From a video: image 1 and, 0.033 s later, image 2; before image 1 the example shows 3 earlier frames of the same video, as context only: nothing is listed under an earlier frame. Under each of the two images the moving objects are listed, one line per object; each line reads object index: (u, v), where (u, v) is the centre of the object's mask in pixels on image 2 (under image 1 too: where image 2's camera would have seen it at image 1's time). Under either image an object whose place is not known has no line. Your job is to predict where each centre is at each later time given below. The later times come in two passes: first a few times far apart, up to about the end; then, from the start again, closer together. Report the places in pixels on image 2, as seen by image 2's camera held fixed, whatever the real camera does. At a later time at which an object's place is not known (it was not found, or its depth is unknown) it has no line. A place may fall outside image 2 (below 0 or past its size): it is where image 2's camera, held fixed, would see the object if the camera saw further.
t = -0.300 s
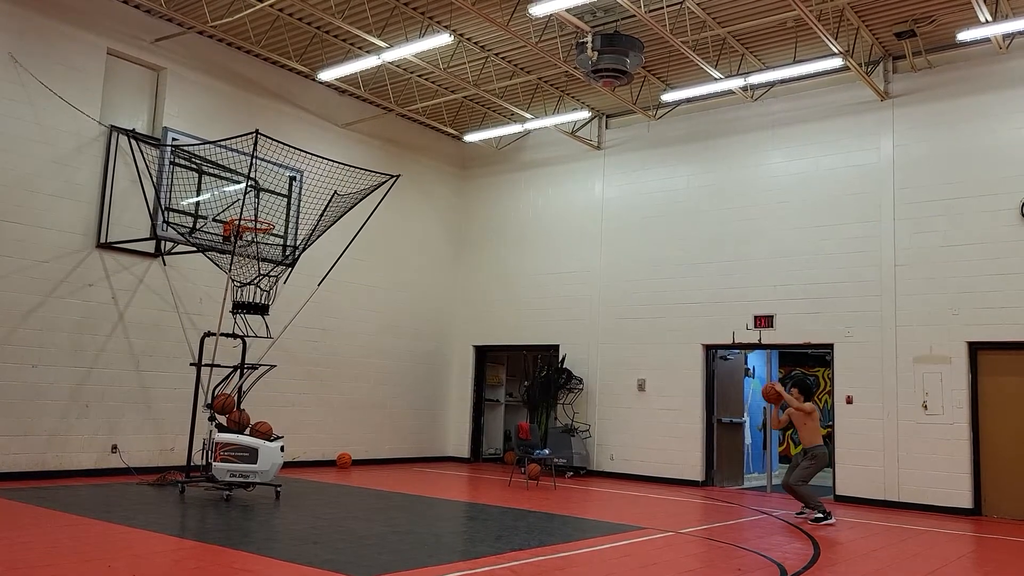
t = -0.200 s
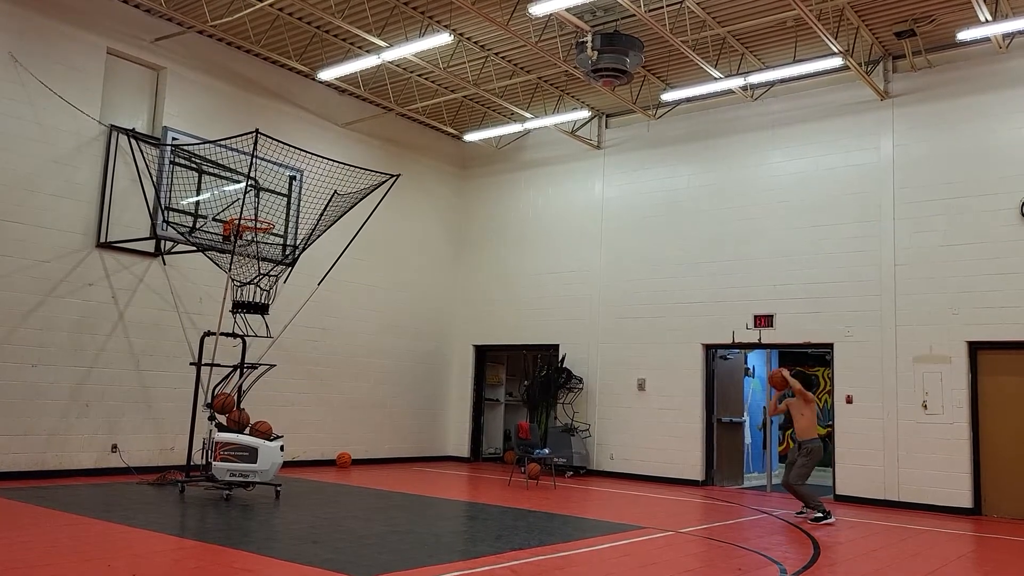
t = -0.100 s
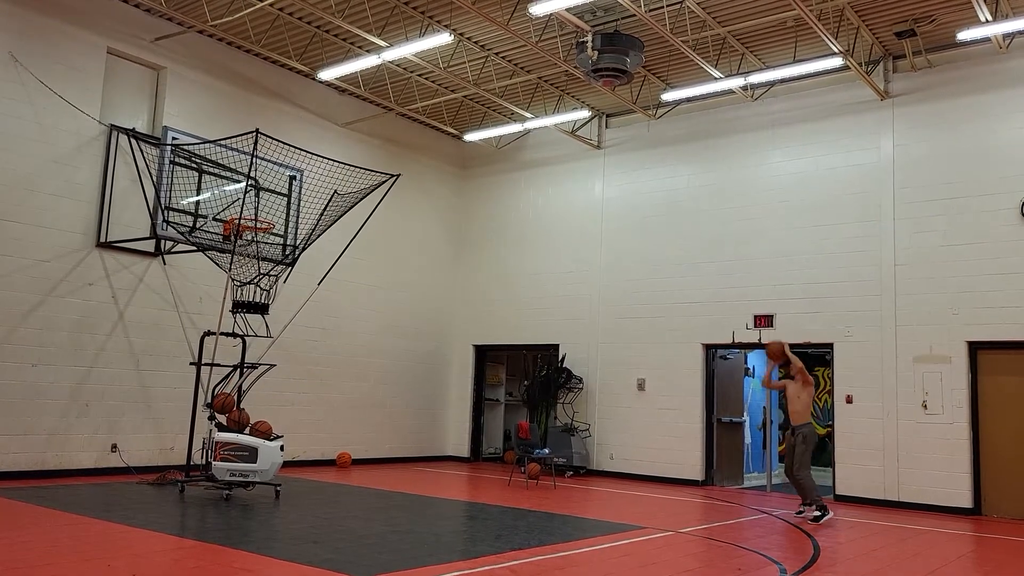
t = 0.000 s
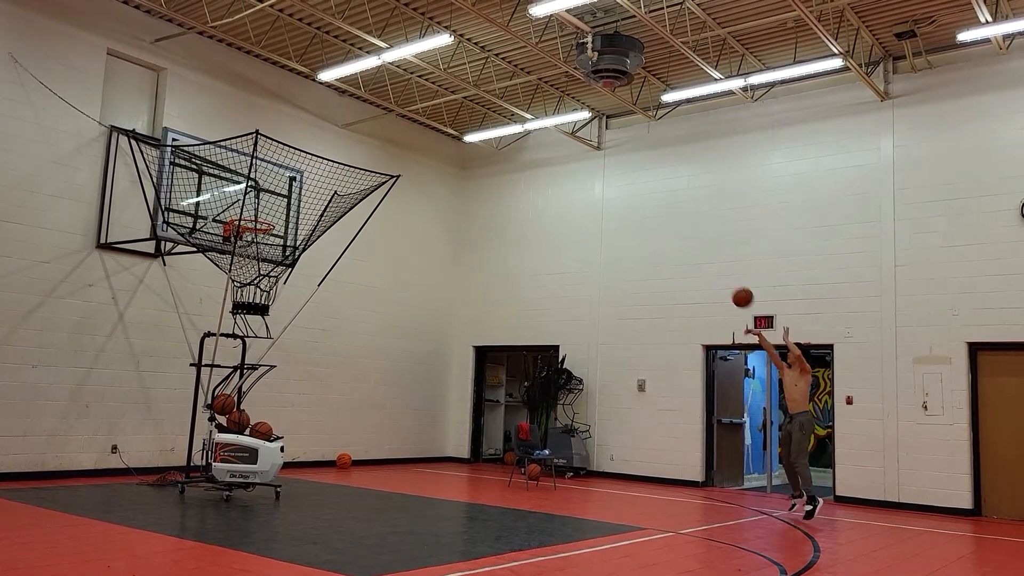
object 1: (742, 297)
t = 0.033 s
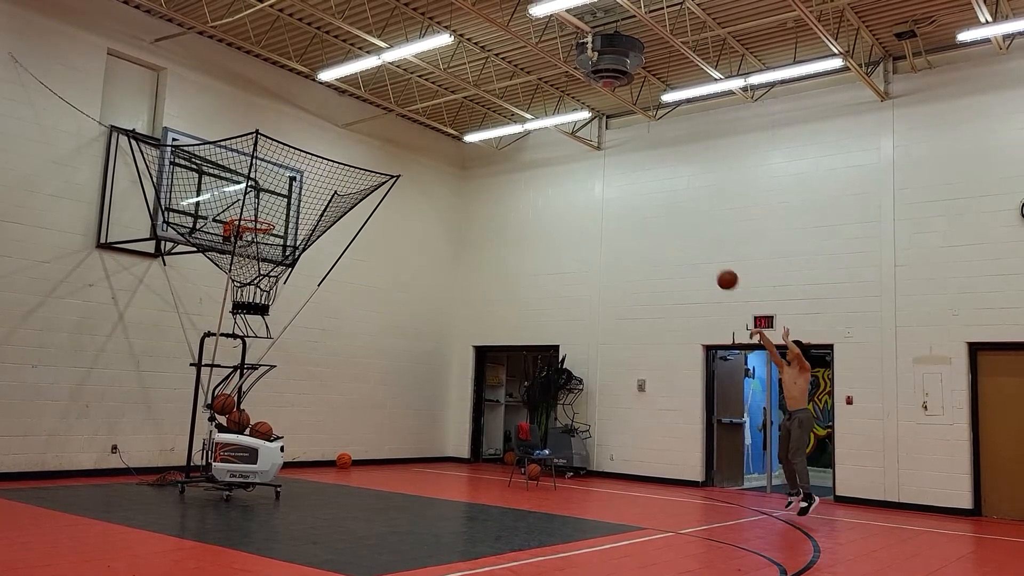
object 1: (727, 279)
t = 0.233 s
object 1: (637, 194)
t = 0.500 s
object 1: (521, 136)
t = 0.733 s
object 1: (418, 132)
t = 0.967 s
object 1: (311, 174)
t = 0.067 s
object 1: (712, 263)
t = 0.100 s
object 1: (697, 247)
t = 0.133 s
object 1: (682, 232)
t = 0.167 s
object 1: (667, 219)
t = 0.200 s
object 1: (652, 206)
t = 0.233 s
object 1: (637, 194)
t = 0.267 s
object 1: (623, 184)
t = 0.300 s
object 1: (608, 174)
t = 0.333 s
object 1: (594, 165)
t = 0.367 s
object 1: (579, 157)
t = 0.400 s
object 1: (564, 150)
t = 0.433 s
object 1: (550, 145)
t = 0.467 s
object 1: (535, 140)
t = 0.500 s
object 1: (521, 136)
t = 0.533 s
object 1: (506, 132)
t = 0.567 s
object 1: (491, 130)
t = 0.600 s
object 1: (476, 128)
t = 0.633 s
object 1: (462, 127)
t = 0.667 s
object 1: (447, 129)
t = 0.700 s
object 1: (433, 130)
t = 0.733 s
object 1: (418, 132)
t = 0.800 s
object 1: (387, 139)
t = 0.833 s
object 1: (373, 145)
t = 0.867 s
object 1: (357, 151)
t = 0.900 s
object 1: (343, 157)
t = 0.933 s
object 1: (327, 166)
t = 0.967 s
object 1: (311, 174)
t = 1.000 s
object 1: (296, 183)
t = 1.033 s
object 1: (281, 195)
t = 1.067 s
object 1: (265, 206)
